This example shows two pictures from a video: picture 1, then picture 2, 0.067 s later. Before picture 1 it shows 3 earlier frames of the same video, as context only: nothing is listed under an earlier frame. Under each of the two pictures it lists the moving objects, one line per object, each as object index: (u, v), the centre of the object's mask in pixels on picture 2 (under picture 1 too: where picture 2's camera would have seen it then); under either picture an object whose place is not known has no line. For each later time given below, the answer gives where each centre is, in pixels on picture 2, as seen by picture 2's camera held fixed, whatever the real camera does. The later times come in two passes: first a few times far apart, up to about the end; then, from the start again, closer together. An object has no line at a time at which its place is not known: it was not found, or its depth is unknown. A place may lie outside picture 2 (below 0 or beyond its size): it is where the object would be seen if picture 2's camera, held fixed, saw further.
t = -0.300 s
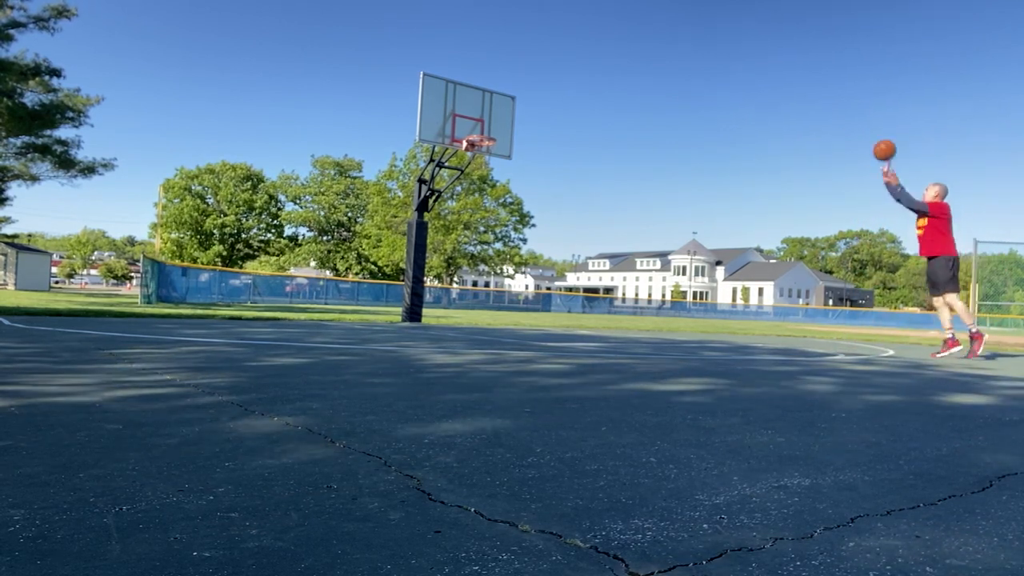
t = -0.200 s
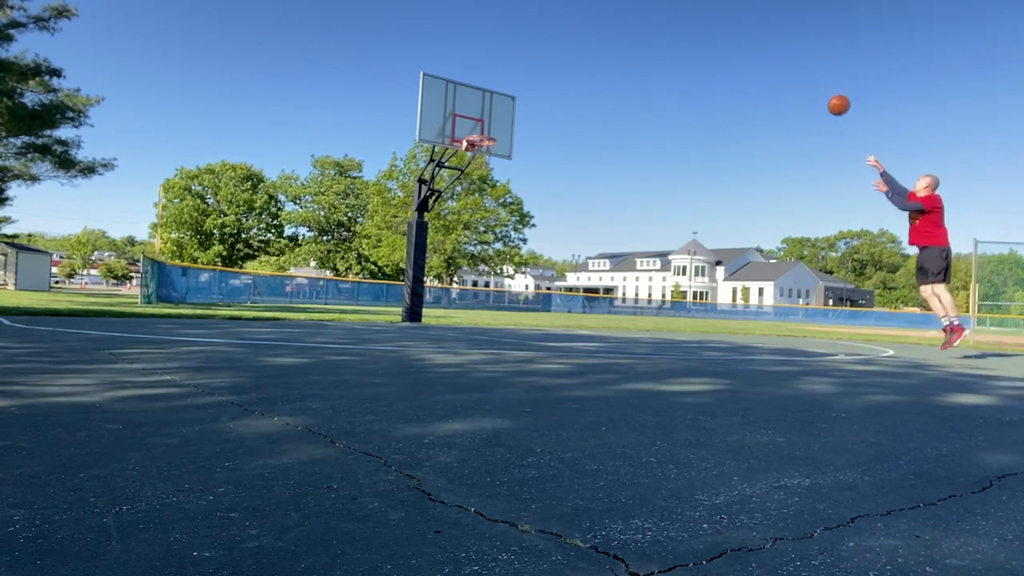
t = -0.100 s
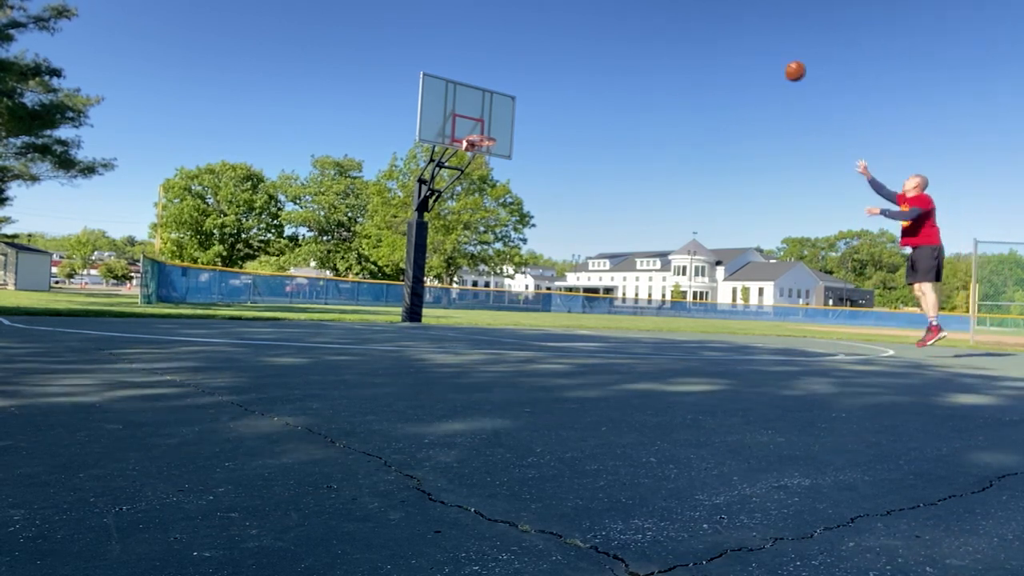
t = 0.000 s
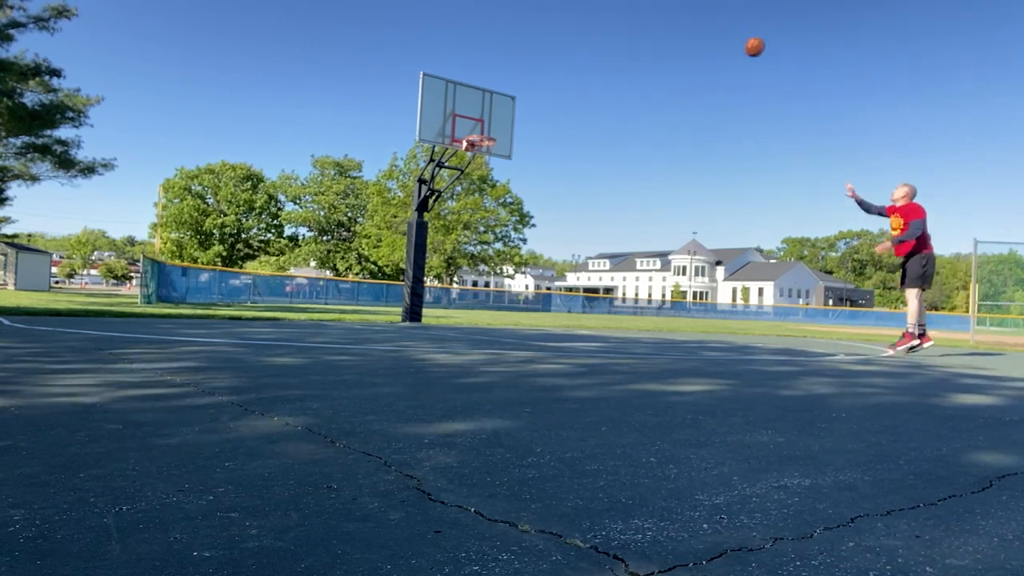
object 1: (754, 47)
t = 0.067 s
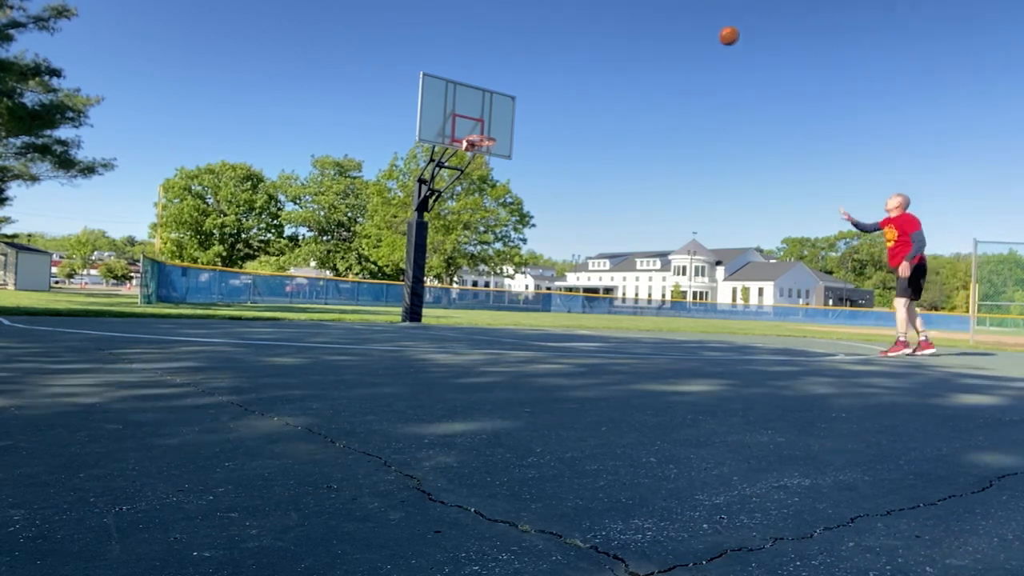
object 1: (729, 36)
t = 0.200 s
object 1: (680, 24)
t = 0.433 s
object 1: (603, 35)
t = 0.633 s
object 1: (543, 71)
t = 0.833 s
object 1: (487, 126)
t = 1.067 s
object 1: (471, 151)
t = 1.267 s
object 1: (476, 158)
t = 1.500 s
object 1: (482, 168)
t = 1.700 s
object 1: (486, 195)
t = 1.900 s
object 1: (489, 247)
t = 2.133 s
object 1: (493, 314)
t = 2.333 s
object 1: (497, 264)
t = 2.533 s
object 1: (501, 238)
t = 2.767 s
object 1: (505, 242)
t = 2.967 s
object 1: (506, 273)
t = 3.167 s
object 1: (509, 321)
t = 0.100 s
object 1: (716, 31)
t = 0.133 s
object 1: (704, 28)
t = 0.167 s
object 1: (692, 25)
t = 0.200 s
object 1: (680, 24)
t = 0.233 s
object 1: (668, 23)
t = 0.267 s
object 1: (657, 23)
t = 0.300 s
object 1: (646, 24)
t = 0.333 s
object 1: (635, 26)
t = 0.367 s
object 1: (624, 28)
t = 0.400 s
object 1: (613, 31)
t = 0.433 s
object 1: (603, 35)
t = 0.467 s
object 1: (592, 40)
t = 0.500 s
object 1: (582, 44)
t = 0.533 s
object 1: (572, 50)
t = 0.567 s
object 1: (562, 56)
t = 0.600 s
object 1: (553, 63)
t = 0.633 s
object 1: (543, 71)
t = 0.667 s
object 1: (534, 78)
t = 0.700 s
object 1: (525, 87)
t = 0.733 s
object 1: (515, 96)
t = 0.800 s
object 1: (496, 115)
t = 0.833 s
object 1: (487, 126)
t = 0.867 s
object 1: (479, 134)
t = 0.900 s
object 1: (471, 148)
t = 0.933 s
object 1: (470, 149)
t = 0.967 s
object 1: (470, 150)
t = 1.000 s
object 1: (470, 151)
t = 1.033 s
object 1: (471, 151)
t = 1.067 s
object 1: (471, 151)
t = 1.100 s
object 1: (471, 151)
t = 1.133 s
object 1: (472, 151)
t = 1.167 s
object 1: (471, 152)
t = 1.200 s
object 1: (473, 154)
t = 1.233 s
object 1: (473, 156)
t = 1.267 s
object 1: (476, 158)
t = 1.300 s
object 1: (476, 160)
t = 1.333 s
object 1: (477, 161)
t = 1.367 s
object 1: (479, 162)
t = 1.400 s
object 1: (480, 163)
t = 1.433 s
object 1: (480, 164)
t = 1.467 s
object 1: (481, 166)
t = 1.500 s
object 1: (482, 168)
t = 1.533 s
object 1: (482, 171)
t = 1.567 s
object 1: (484, 174)
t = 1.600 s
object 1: (484, 179)
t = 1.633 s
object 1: (484, 184)
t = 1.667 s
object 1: (485, 189)
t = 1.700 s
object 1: (486, 195)
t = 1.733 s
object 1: (486, 202)
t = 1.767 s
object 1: (487, 209)
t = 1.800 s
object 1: (487, 218)
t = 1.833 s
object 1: (488, 226)
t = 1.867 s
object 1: (488, 236)
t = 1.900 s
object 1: (489, 247)
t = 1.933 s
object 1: (490, 258)
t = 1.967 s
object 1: (491, 269)
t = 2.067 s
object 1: (492, 308)
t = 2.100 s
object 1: (492, 323)
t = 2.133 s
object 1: (493, 314)
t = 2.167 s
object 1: (493, 304)
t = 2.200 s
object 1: (494, 296)
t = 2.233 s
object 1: (495, 287)
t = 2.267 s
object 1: (495, 278)
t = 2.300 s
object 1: (496, 271)
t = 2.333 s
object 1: (497, 264)
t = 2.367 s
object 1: (497, 258)
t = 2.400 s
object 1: (498, 253)
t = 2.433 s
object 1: (499, 248)
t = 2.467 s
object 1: (499, 244)
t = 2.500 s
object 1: (500, 241)
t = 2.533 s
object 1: (501, 238)
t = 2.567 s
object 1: (502, 237)
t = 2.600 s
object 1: (502, 237)
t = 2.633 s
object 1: (502, 237)
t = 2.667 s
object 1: (503, 237)
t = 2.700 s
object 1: (503, 238)
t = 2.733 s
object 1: (504, 239)
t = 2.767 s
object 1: (505, 242)
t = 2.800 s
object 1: (505, 246)
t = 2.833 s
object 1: (505, 249)
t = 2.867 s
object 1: (505, 255)
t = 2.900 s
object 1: (506, 260)
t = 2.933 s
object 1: (505, 267)
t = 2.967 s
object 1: (506, 273)
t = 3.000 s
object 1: (506, 282)
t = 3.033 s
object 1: (507, 290)
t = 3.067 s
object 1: (507, 299)
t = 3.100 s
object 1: (508, 308)
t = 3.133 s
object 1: (509, 320)
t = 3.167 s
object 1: (509, 321)
